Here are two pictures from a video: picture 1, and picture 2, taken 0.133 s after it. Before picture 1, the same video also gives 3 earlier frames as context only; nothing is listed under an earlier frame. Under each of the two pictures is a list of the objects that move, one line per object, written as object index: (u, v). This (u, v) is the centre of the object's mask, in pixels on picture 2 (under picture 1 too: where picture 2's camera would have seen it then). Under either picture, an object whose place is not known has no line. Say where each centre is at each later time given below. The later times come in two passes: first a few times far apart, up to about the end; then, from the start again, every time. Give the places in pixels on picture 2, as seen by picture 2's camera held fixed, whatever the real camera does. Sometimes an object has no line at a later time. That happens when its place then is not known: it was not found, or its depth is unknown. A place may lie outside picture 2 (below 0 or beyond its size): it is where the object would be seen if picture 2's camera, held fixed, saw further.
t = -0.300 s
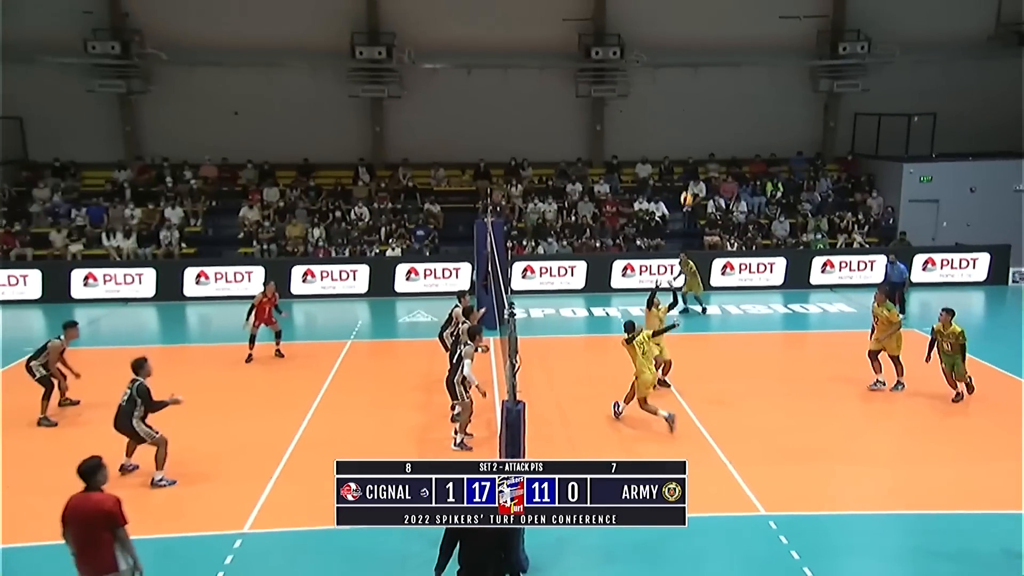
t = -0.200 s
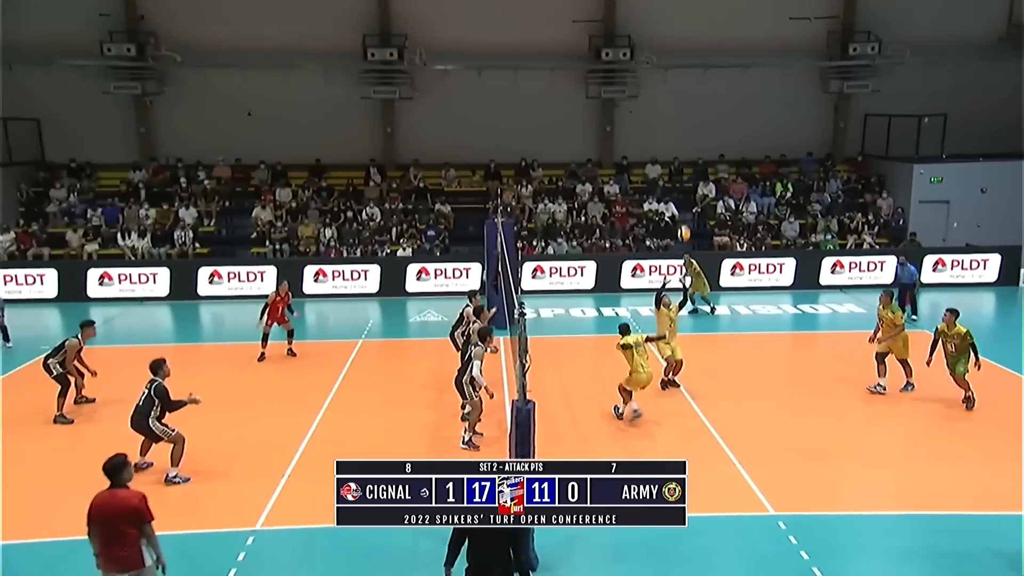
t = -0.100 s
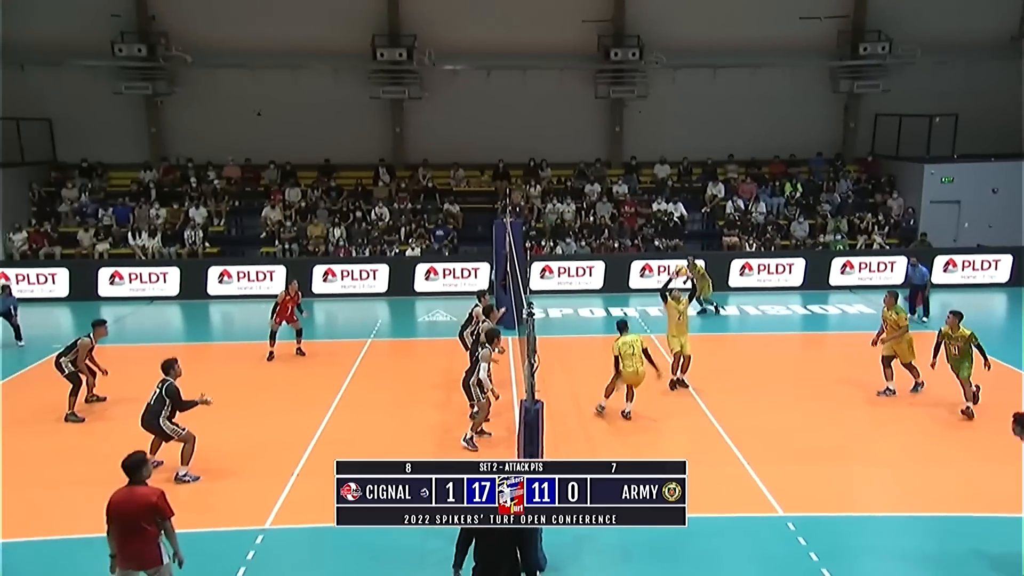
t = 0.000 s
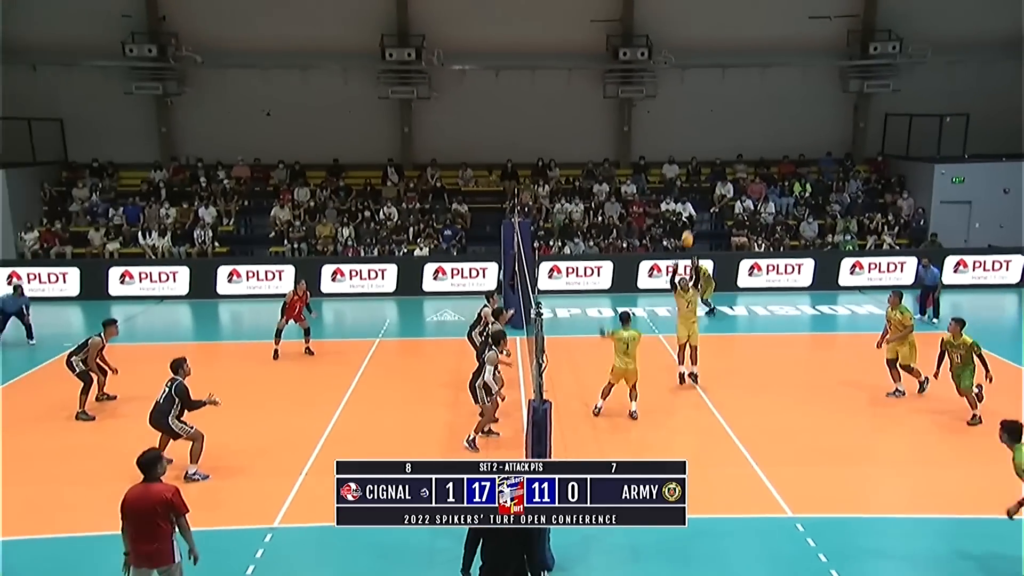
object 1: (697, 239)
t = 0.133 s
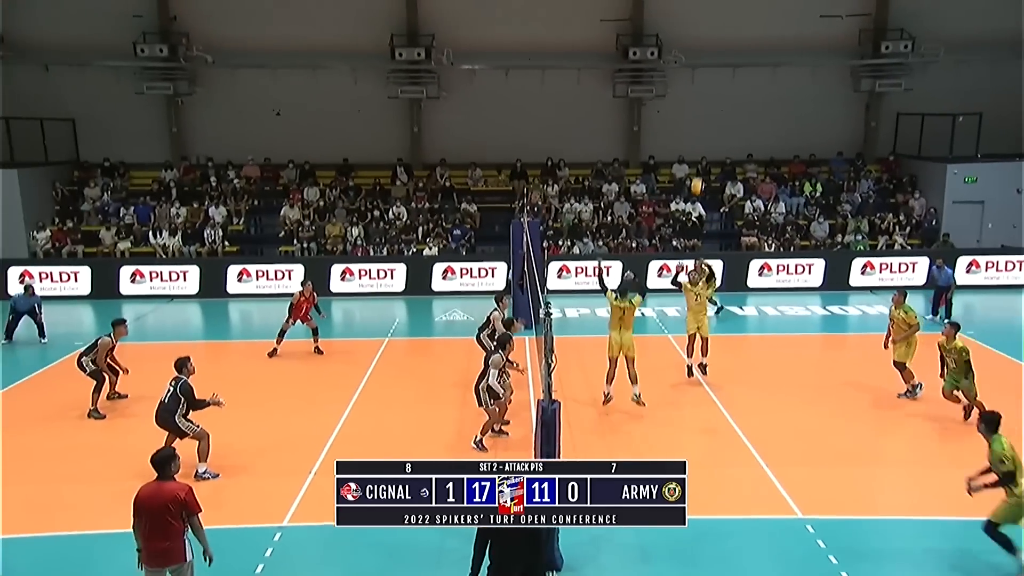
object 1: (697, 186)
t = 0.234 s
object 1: (697, 152)
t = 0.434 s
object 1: (696, 98)
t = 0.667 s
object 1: (691, 71)
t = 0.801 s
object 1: (688, 71)
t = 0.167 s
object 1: (697, 174)
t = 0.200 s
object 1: (696, 163)
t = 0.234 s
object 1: (697, 152)
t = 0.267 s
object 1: (696, 142)
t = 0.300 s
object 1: (696, 132)
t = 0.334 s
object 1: (696, 123)
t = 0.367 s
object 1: (695, 114)
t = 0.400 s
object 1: (695, 107)
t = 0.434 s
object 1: (696, 98)
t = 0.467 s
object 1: (695, 91)
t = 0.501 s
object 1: (695, 86)
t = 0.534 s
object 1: (693, 82)
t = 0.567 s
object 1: (693, 78)
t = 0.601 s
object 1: (692, 75)
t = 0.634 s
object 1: (691, 72)
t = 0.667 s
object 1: (691, 71)
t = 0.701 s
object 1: (690, 70)
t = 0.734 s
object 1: (689, 70)
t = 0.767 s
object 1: (689, 69)
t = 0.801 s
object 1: (688, 71)
